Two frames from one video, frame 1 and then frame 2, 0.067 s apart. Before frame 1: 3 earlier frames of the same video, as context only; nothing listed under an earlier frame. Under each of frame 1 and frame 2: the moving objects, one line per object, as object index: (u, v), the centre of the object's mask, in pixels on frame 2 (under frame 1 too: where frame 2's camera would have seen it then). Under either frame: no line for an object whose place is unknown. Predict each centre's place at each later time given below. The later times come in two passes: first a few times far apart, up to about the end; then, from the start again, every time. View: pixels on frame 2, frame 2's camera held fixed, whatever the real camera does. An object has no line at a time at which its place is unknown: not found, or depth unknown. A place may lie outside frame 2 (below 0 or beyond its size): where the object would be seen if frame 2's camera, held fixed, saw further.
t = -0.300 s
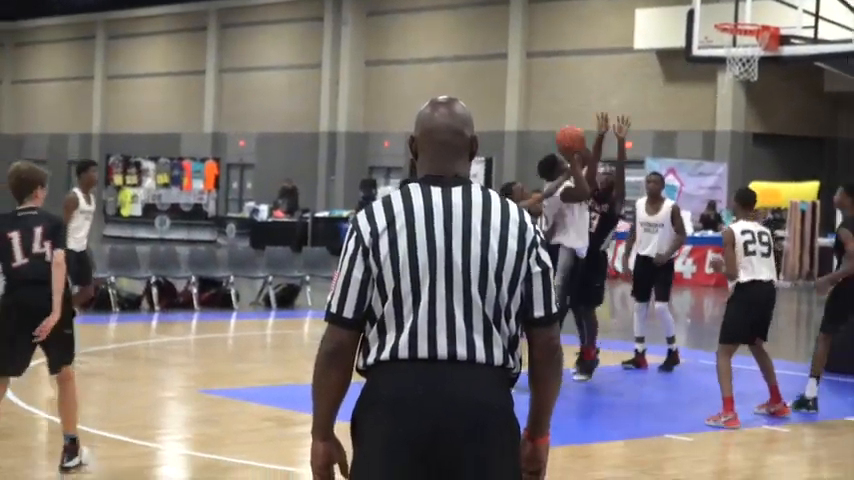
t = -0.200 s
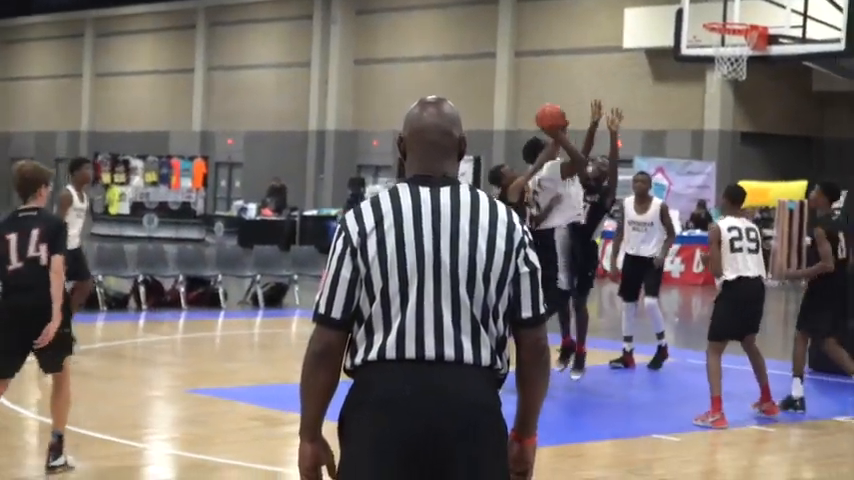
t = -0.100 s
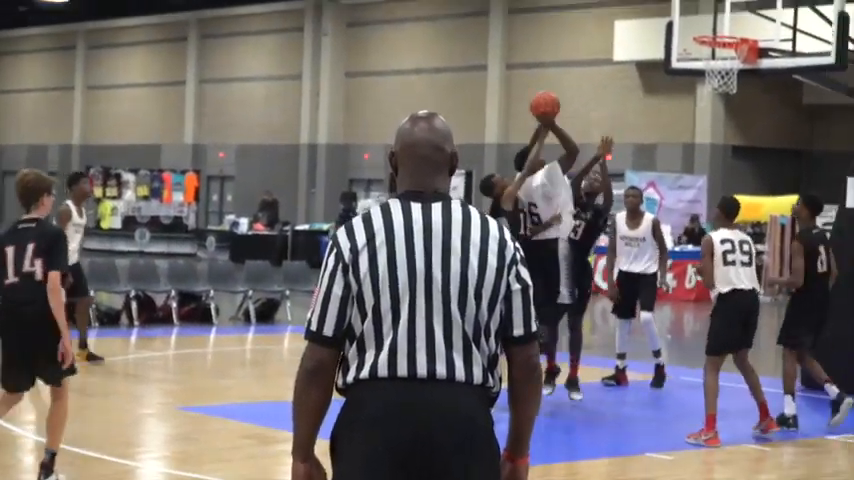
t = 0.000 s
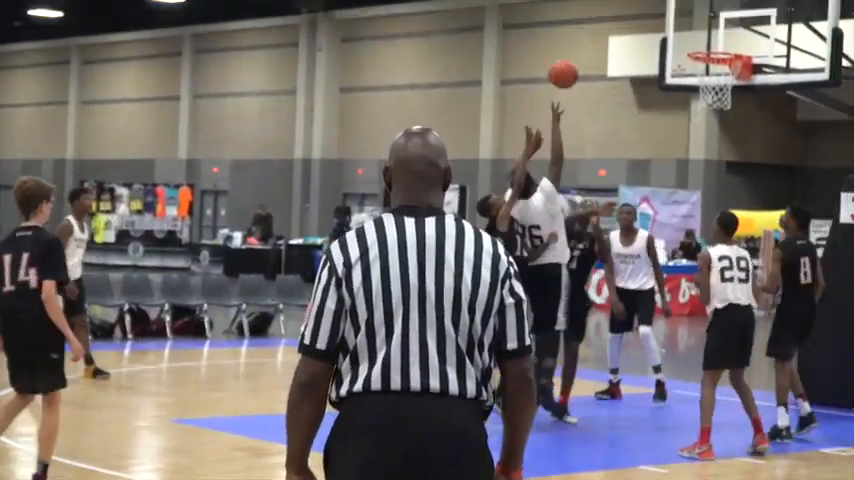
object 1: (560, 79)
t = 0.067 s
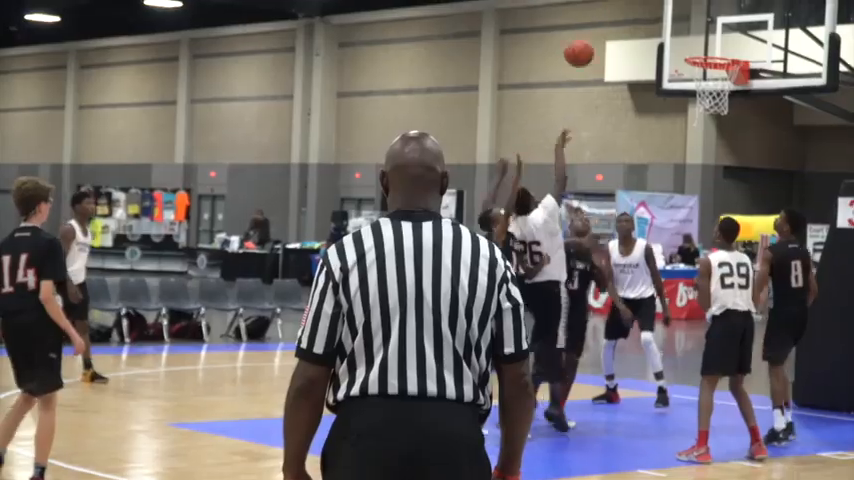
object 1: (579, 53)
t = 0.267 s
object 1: (631, 6)
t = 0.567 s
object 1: (702, 27)
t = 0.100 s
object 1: (588, 41)
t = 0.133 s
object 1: (596, 32)
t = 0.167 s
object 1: (605, 23)
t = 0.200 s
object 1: (614, 16)
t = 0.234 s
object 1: (623, 10)
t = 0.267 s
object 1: (631, 6)
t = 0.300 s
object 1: (639, 3)
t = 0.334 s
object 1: (647, 2)
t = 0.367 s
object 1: (656, 2)
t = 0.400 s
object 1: (663, 3)
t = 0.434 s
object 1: (672, 5)
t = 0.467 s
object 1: (679, 9)
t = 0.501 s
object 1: (688, 13)
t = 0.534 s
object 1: (694, 19)
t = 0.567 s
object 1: (702, 27)
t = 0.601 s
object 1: (709, 36)
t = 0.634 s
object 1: (704, 42)
